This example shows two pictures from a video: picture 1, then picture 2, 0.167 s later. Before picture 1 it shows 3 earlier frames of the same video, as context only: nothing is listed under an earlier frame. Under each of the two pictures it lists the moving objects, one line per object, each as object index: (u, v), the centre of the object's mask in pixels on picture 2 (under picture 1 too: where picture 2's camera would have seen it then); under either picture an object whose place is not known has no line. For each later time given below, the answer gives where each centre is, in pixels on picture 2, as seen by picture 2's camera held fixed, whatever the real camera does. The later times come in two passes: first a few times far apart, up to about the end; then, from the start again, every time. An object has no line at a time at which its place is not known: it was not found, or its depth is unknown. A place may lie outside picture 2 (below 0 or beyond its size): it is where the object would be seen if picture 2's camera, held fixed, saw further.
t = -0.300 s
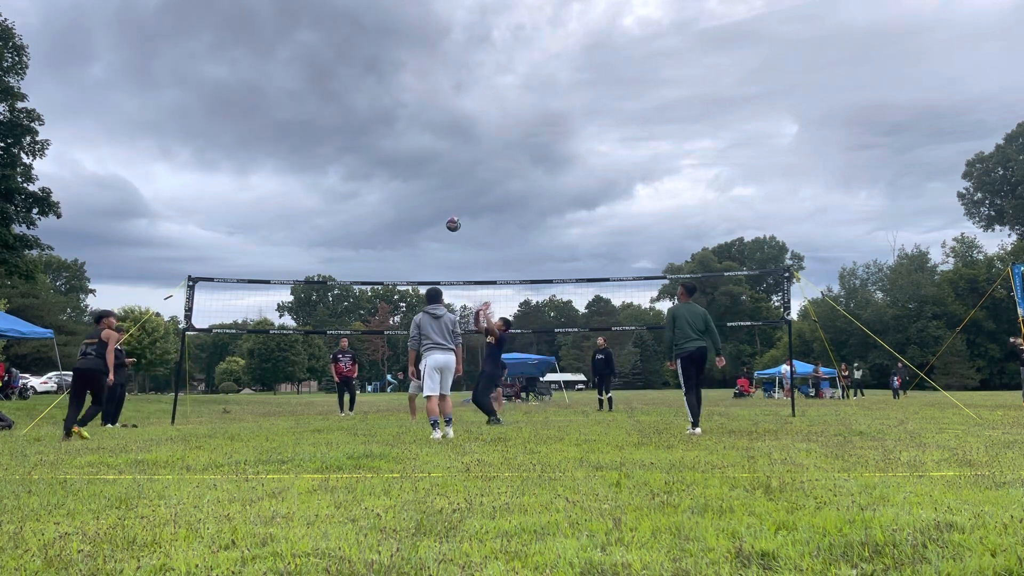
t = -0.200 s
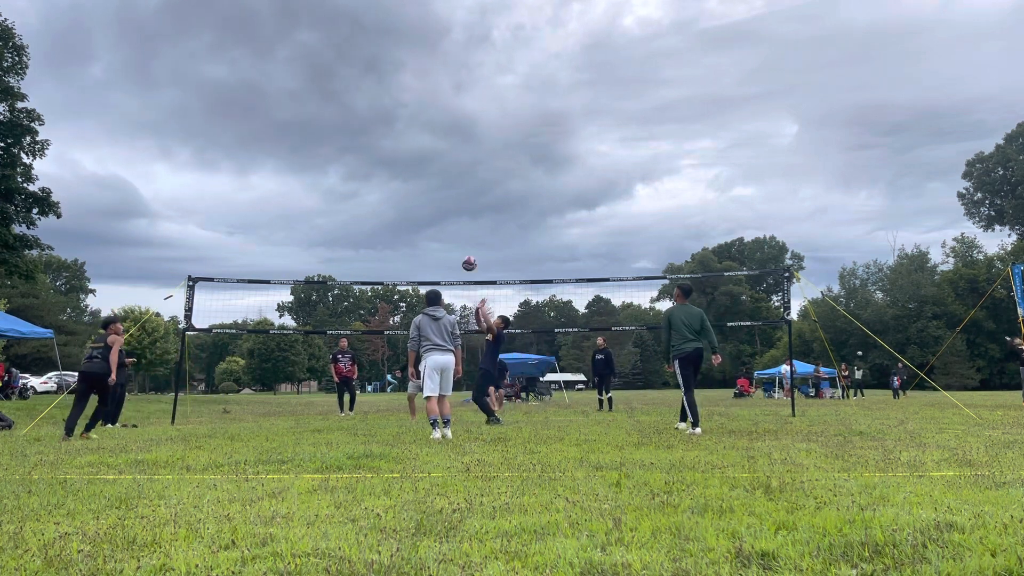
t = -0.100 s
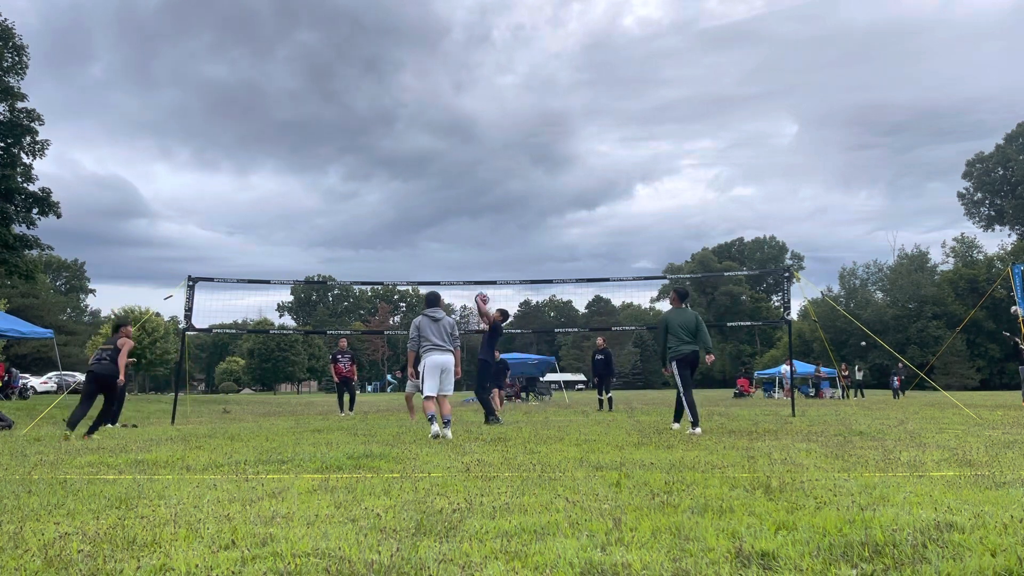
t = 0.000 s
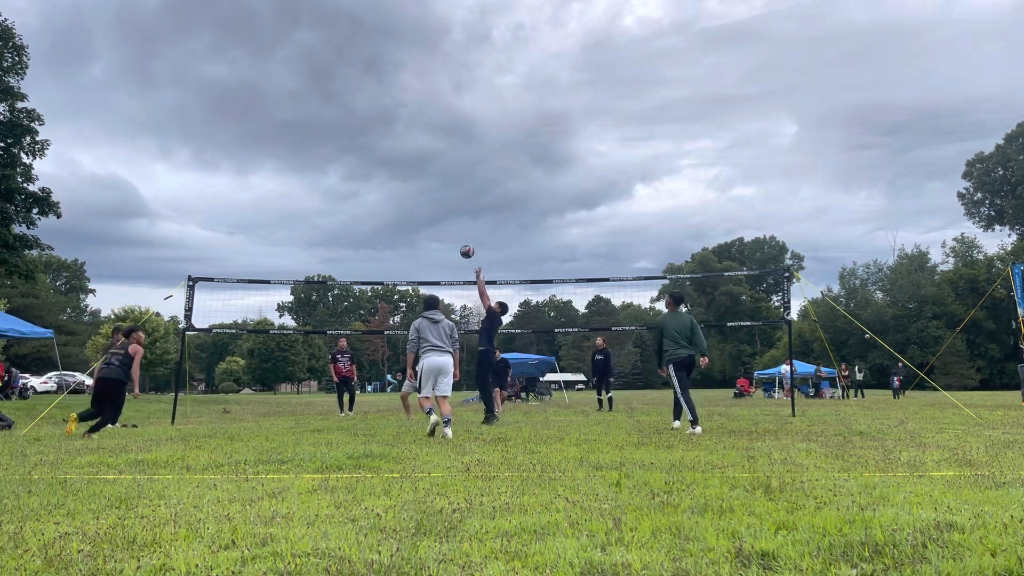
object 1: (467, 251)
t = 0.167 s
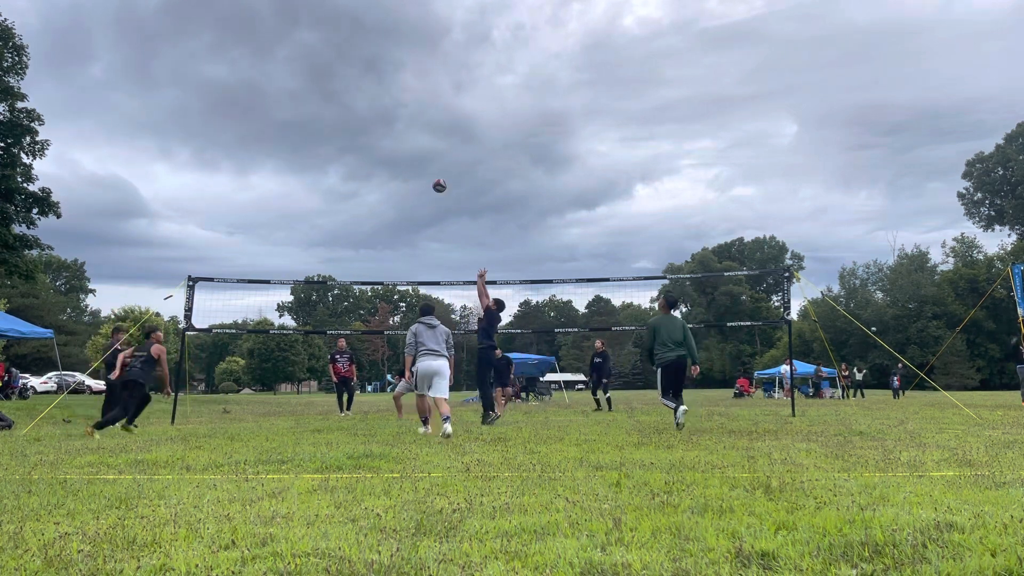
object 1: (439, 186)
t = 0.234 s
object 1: (429, 165)
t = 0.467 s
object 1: (393, 119)
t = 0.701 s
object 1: (359, 109)
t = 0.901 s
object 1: (332, 128)
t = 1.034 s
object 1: (314, 154)
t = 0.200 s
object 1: (434, 175)
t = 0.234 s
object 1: (429, 165)
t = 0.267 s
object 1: (423, 156)
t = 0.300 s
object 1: (418, 148)
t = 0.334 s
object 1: (413, 141)
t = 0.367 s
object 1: (408, 134)
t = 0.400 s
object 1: (403, 128)
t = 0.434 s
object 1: (398, 123)
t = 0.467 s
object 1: (393, 119)
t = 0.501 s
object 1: (388, 116)
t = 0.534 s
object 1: (383, 113)
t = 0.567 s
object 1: (378, 110)
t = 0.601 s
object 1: (373, 109)
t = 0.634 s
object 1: (368, 108)
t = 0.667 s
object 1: (364, 108)
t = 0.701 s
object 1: (359, 109)
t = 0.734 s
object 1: (354, 111)
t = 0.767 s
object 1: (350, 112)
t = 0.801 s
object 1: (345, 115)
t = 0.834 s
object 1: (340, 119)
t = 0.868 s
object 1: (336, 123)
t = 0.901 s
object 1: (332, 128)
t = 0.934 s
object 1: (327, 133)
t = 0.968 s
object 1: (323, 139)
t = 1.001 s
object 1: (318, 146)
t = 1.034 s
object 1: (314, 154)
